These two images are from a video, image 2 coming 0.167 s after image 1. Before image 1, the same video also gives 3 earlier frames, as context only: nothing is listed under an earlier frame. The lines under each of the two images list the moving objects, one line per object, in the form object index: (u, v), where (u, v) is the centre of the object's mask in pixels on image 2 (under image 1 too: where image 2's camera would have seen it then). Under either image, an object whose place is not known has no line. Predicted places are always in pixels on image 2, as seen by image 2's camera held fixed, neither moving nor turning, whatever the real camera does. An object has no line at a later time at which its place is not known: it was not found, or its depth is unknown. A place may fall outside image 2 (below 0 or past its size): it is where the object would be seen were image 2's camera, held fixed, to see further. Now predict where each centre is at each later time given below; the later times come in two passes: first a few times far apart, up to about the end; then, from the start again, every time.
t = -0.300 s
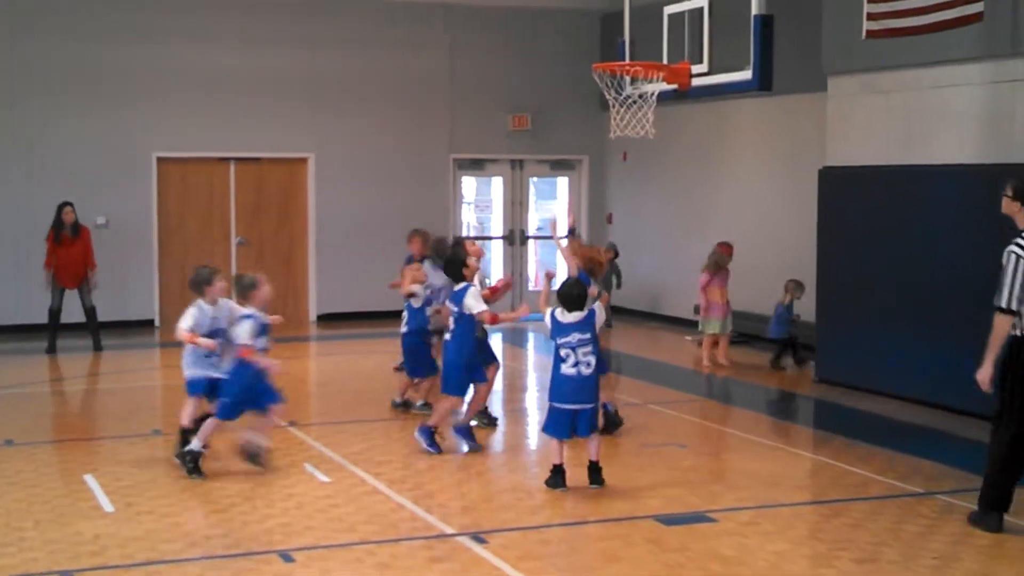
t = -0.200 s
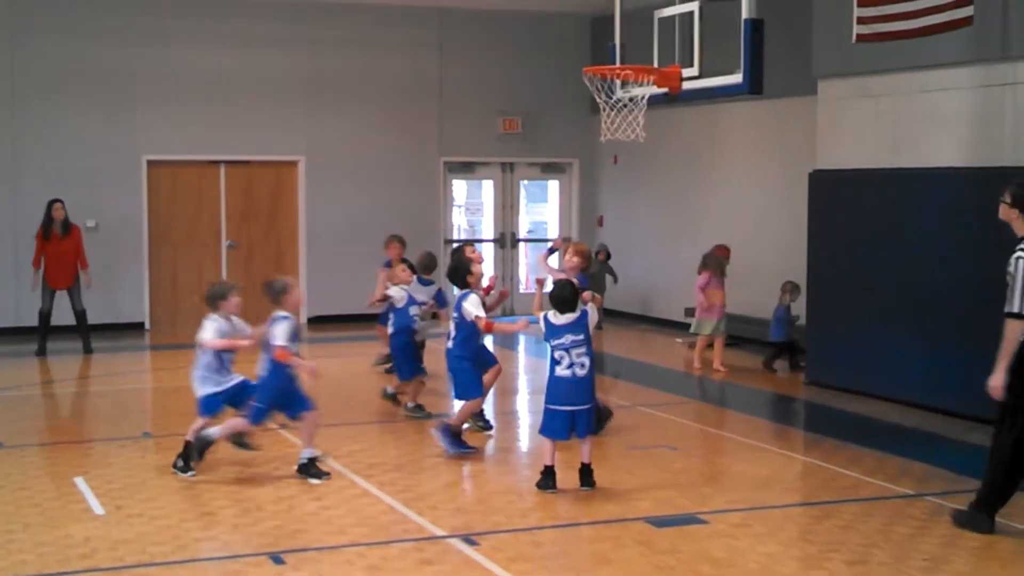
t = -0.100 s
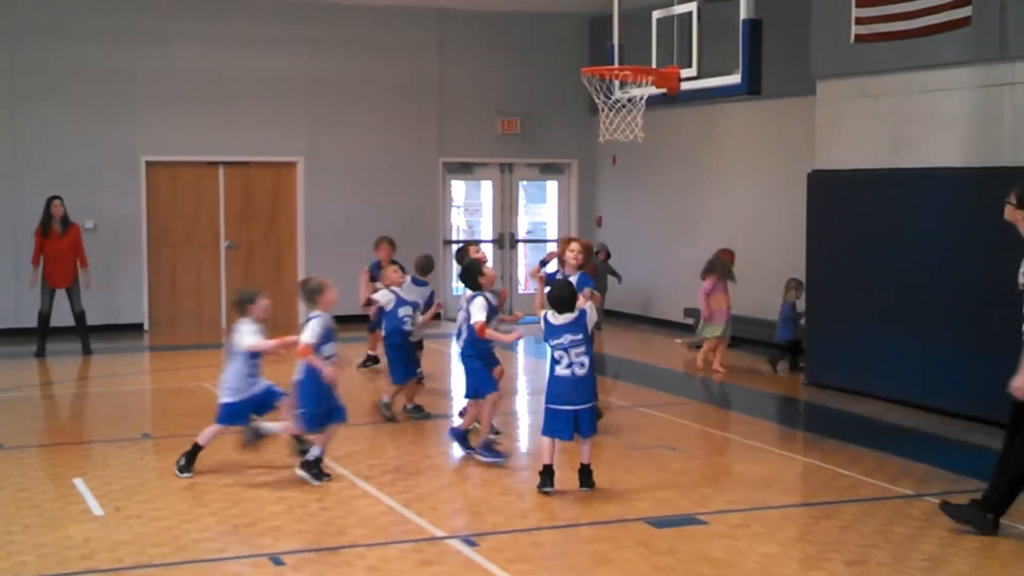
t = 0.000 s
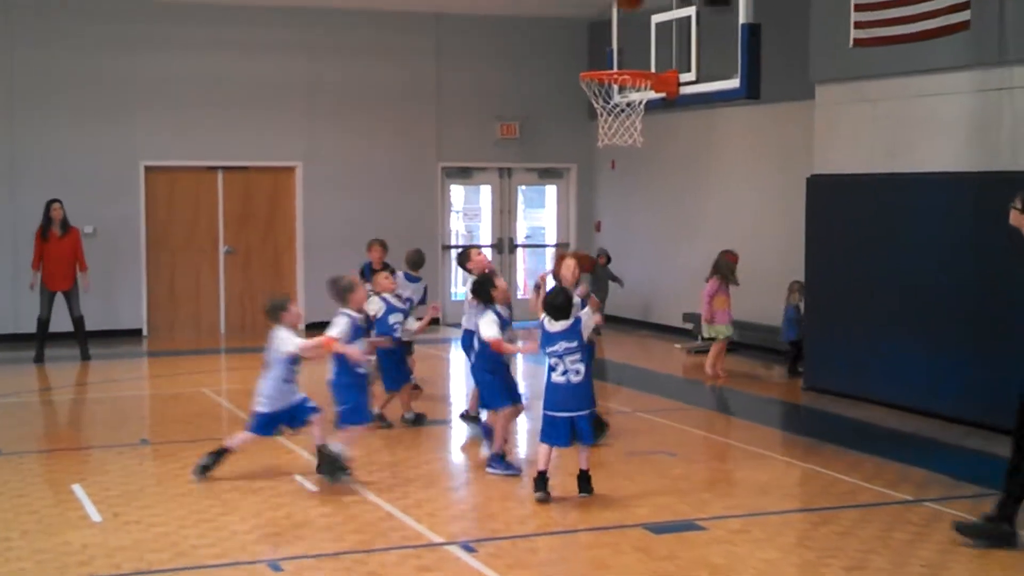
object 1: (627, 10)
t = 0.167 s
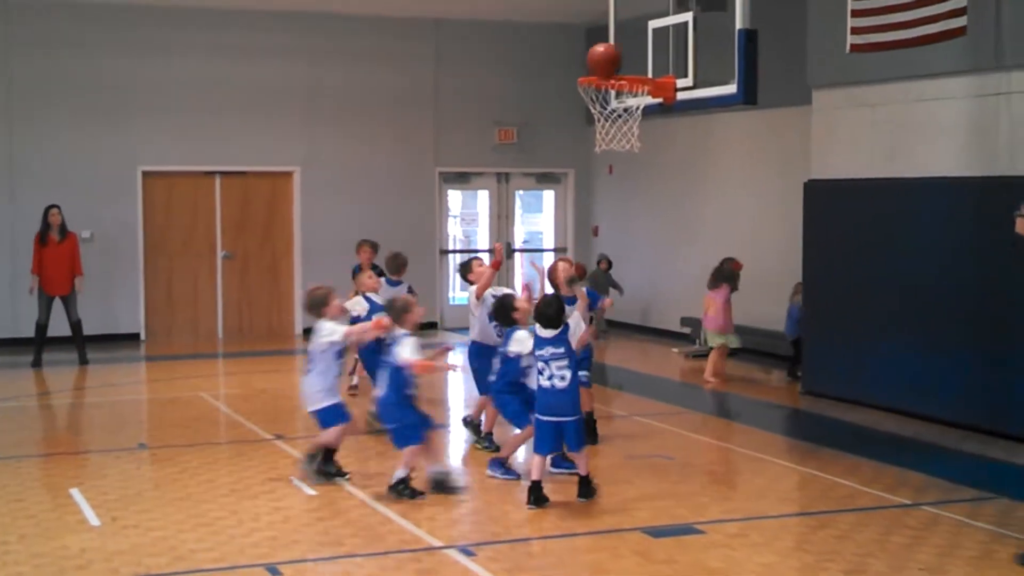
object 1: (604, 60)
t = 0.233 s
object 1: (597, 61)
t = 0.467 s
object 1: (568, 126)
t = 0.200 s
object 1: (600, 60)
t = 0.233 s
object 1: (597, 61)
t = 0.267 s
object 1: (593, 65)
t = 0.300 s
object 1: (589, 70)
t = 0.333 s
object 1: (585, 78)
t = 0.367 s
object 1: (581, 87)
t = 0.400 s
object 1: (576, 97)
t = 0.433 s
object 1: (572, 111)
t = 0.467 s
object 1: (568, 126)
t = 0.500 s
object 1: (564, 144)
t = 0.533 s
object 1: (560, 163)
